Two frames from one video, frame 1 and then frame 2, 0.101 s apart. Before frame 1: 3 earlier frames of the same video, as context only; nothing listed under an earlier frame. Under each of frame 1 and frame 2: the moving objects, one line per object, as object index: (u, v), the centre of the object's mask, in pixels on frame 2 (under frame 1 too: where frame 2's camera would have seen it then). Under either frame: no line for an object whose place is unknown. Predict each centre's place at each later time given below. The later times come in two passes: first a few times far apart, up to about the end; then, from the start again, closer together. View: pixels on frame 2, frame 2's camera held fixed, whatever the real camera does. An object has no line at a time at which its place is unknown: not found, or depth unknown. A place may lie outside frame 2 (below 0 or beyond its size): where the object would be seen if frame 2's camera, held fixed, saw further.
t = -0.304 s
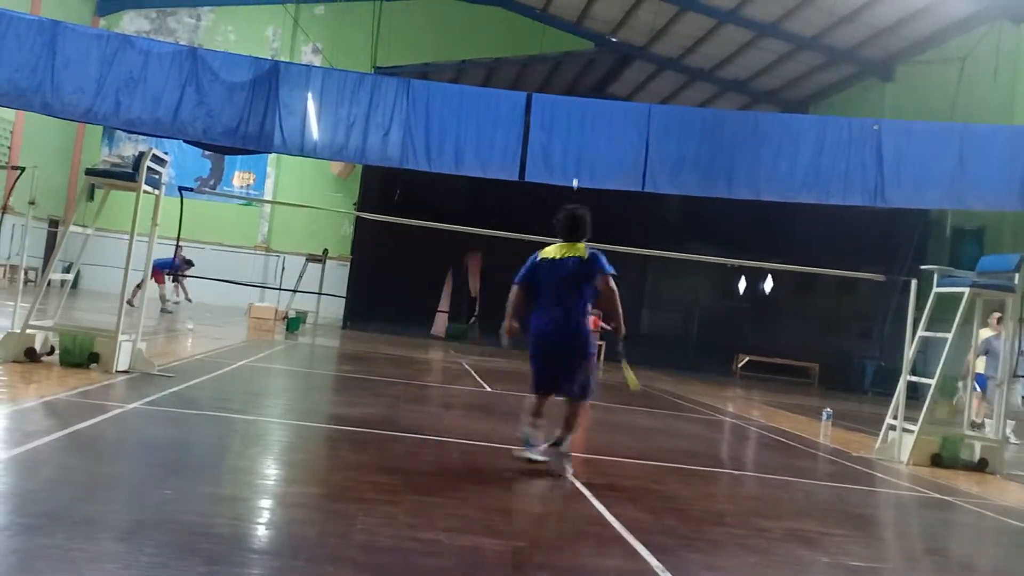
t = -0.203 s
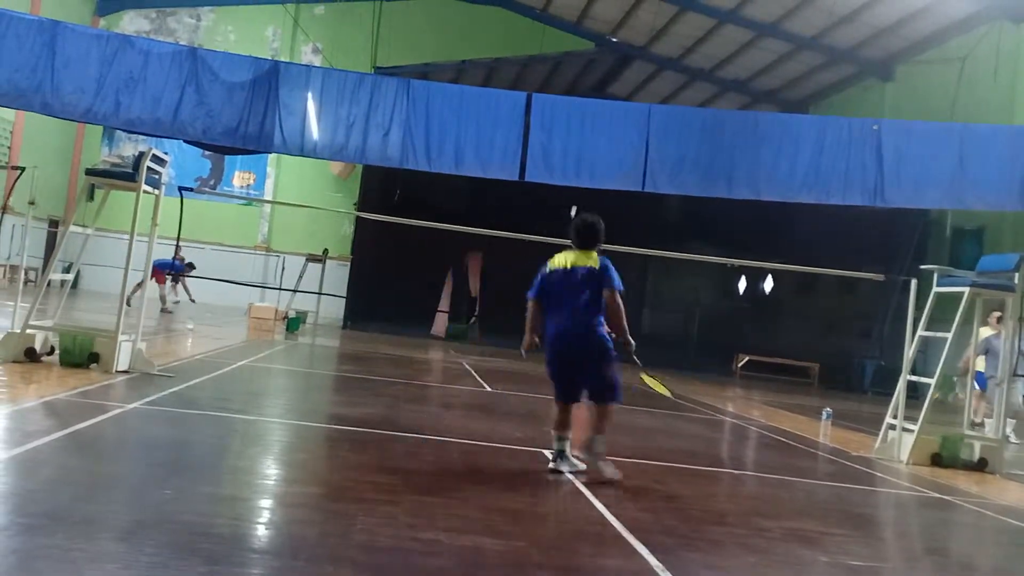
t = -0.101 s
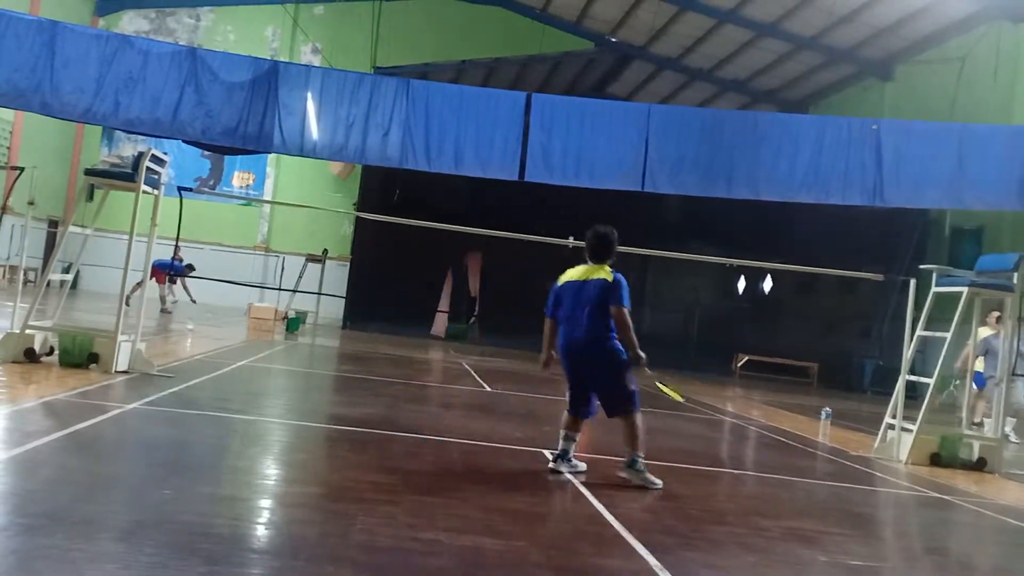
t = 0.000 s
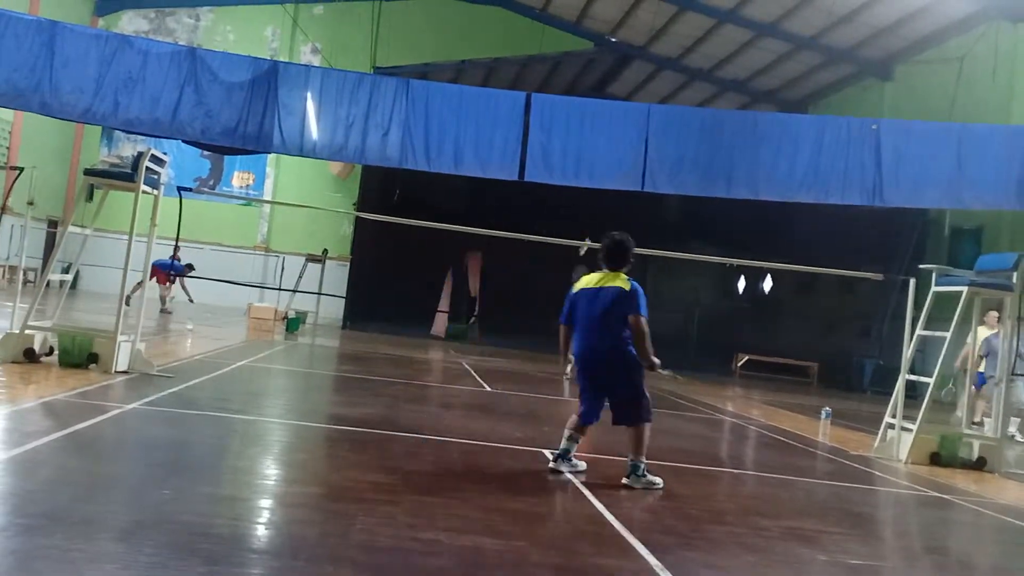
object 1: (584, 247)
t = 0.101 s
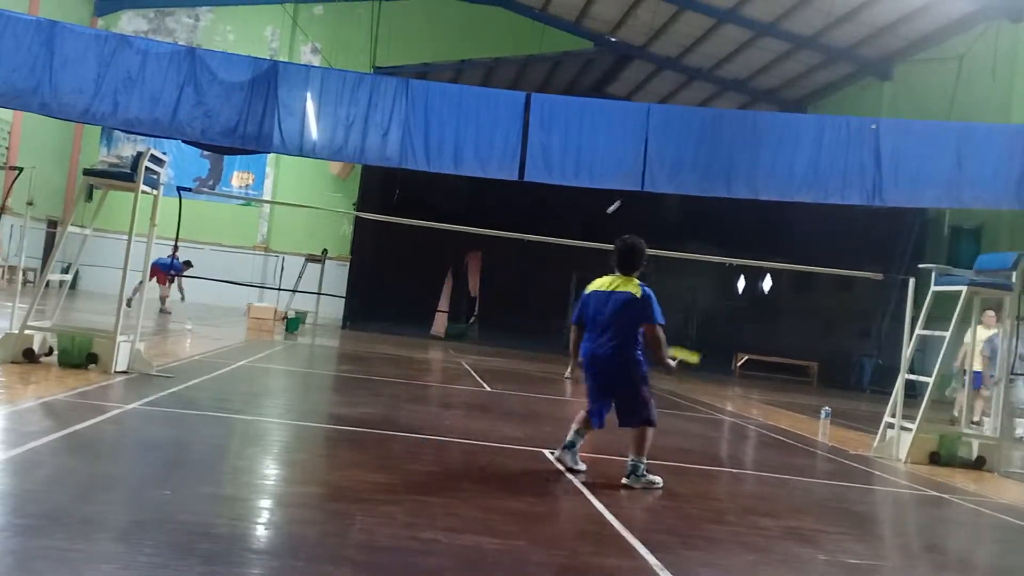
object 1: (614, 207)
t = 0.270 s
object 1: (659, 166)
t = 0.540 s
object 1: (718, 154)
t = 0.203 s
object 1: (642, 179)
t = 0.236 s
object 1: (650, 172)
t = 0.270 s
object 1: (659, 166)
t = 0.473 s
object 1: (704, 150)
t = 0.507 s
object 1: (711, 151)
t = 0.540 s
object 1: (718, 154)
